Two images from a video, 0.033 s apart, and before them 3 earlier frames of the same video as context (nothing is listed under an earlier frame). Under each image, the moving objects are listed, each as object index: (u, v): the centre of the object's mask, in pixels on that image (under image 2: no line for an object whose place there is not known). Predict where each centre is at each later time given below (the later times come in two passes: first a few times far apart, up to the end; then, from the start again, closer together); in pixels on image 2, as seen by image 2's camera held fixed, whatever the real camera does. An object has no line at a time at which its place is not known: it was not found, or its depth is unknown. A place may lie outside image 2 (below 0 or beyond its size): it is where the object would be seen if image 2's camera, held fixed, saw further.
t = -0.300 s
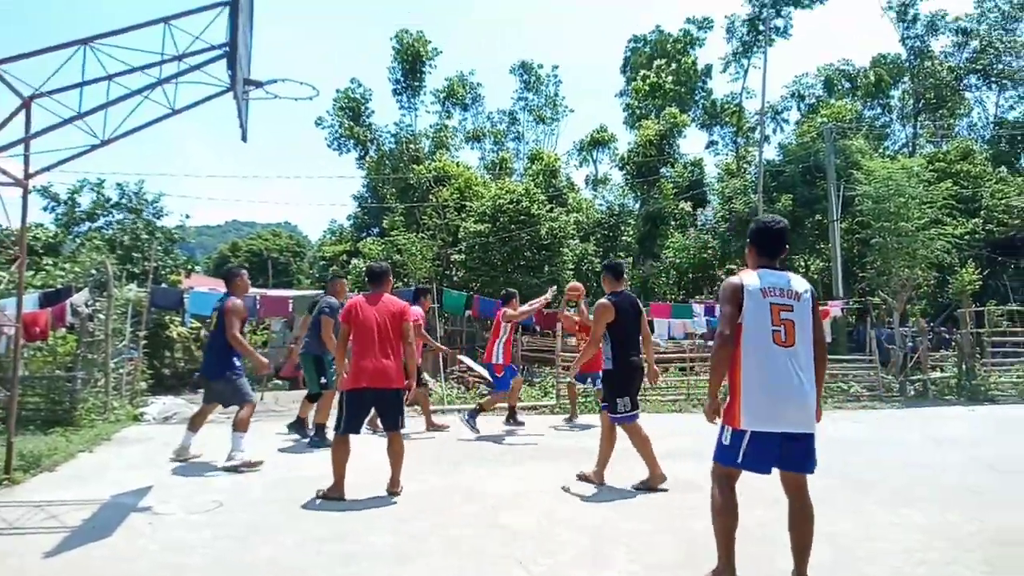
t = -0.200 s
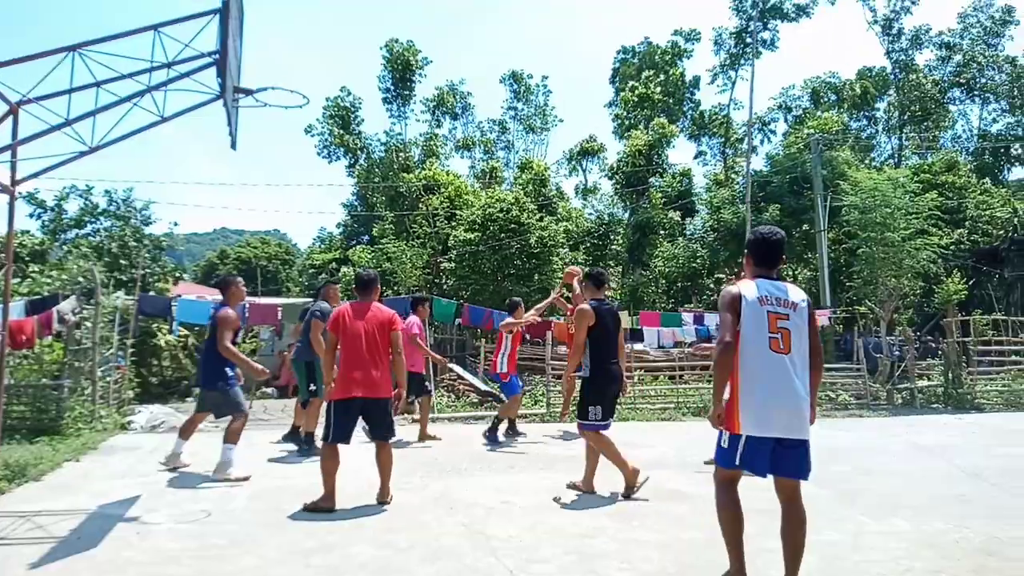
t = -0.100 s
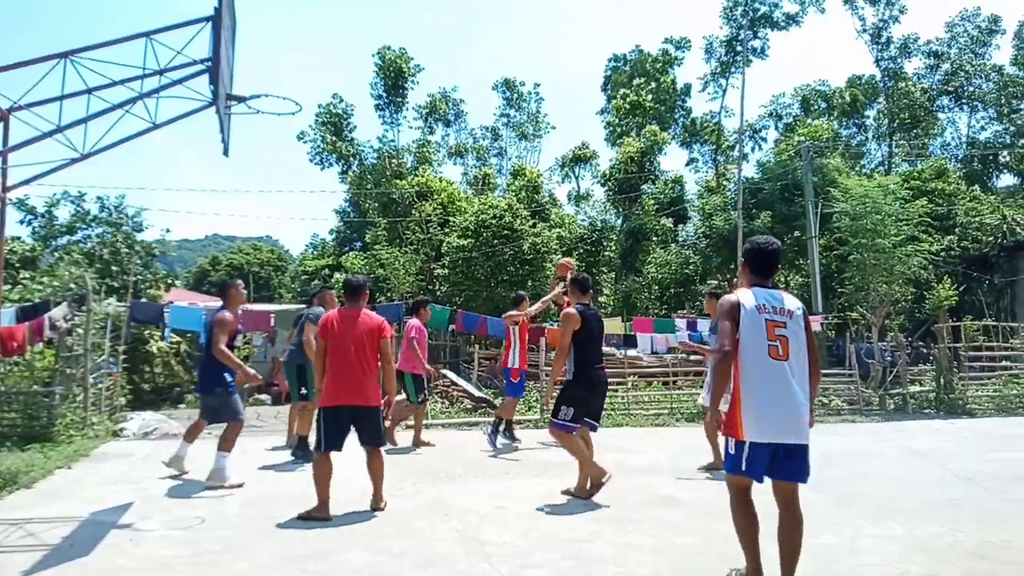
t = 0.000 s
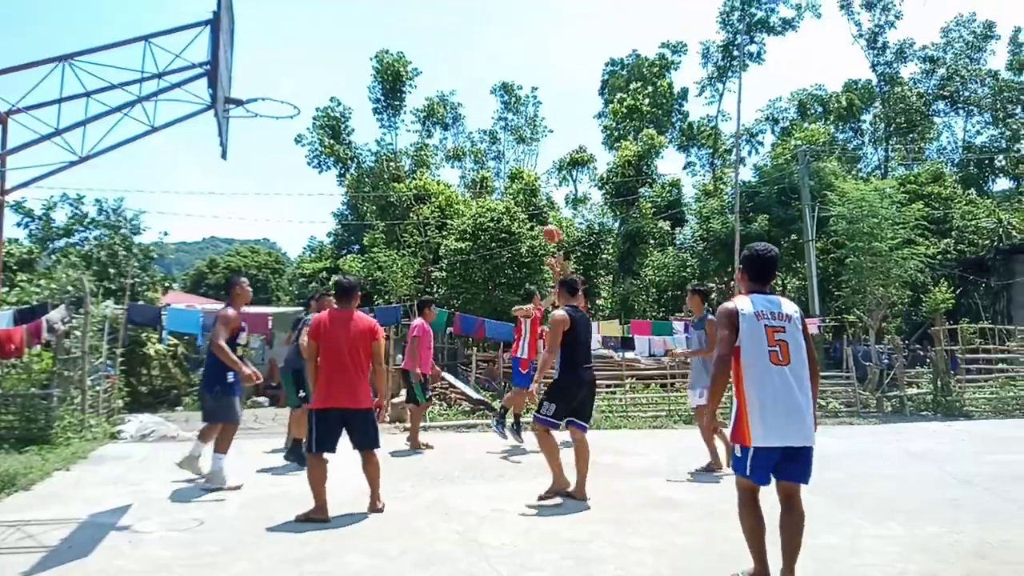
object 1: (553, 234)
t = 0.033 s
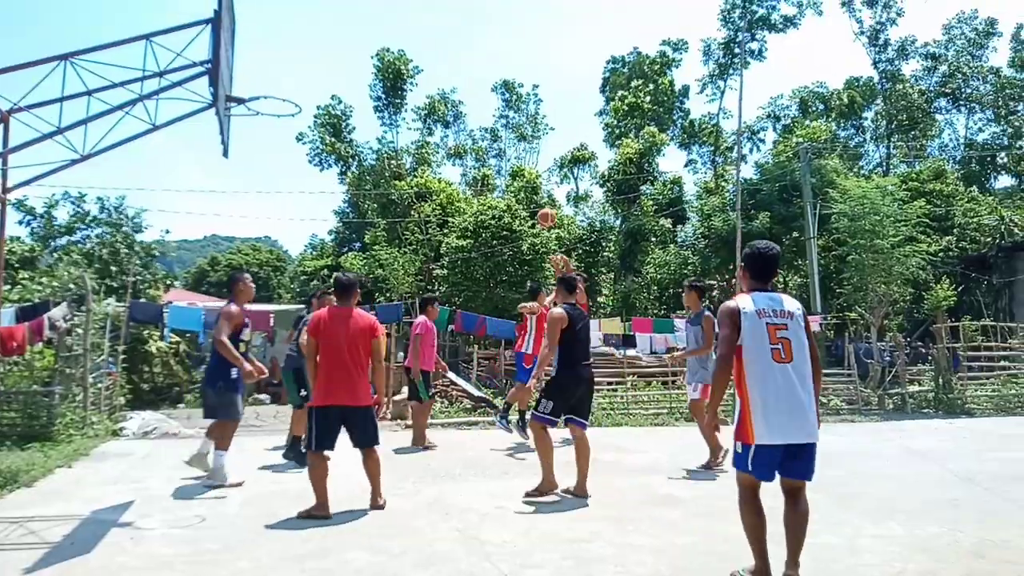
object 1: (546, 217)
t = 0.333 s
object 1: (478, 111)
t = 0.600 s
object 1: (403, 57)
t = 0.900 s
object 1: (286, 70)
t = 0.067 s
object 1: (540, 204)
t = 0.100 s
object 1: (533, 191)
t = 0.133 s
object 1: (526, 178)
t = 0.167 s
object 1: (518, 166)
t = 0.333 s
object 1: (478, 111)
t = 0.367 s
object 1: (470, 102)
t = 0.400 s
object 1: (461, 93)
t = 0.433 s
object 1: (453, 84)
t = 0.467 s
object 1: (443, 77)
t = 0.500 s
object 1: (433, 71)
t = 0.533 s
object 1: (423, 65)
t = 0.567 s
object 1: (413, 61)
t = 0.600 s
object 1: (403, 57)
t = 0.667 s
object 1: (381, 53)
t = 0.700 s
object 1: (369, 51)
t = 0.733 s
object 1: (357, 50)
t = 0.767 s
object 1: (343, 51)
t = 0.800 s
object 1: (330, 53)
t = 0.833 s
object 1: (316, 57)
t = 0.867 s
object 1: (301, 63)
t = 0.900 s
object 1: (286, 70)
